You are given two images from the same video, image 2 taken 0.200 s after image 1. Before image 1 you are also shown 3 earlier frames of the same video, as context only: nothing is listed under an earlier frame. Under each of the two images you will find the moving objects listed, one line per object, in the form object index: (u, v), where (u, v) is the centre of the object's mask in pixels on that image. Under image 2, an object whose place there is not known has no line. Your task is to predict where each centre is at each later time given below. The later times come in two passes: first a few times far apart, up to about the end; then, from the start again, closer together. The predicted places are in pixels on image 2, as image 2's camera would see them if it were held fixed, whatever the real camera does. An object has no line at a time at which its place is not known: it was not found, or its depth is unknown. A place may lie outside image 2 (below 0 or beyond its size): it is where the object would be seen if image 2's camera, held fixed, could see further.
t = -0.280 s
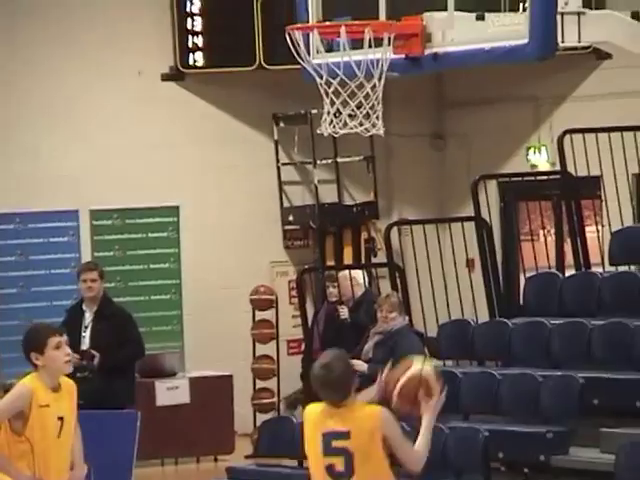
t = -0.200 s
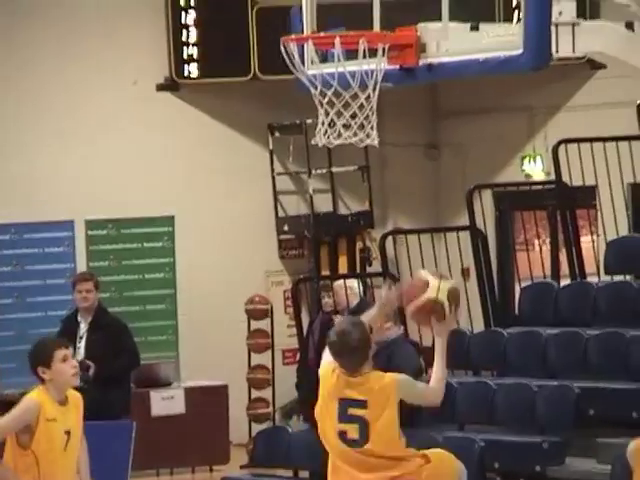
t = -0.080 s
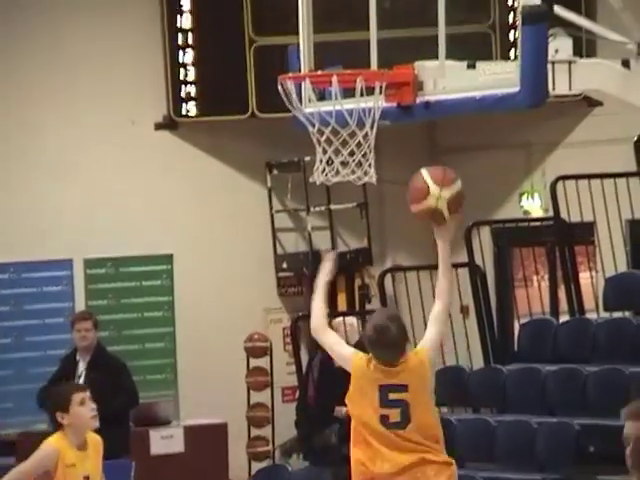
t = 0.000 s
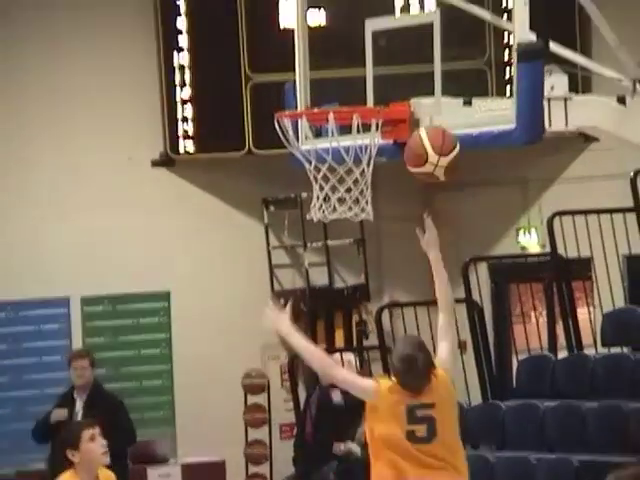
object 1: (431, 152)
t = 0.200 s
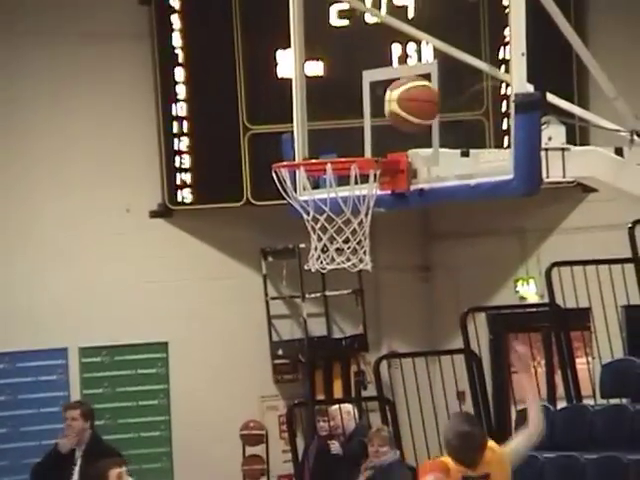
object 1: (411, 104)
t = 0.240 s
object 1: (403, 100)
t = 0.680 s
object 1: (403, 122)
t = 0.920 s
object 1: (441, 242)
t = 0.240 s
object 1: (403, 100)
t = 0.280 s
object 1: (396, 99)
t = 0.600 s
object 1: (391, 112)
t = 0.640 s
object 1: (397, 116)
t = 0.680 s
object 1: (403, 122)
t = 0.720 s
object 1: (410, 133)
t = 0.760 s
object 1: (416, 148)
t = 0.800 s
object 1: (423, 167)
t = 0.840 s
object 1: (429, 189)
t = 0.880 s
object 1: (435, 214)
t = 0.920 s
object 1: (441, 242)
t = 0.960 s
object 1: (447, 274)
